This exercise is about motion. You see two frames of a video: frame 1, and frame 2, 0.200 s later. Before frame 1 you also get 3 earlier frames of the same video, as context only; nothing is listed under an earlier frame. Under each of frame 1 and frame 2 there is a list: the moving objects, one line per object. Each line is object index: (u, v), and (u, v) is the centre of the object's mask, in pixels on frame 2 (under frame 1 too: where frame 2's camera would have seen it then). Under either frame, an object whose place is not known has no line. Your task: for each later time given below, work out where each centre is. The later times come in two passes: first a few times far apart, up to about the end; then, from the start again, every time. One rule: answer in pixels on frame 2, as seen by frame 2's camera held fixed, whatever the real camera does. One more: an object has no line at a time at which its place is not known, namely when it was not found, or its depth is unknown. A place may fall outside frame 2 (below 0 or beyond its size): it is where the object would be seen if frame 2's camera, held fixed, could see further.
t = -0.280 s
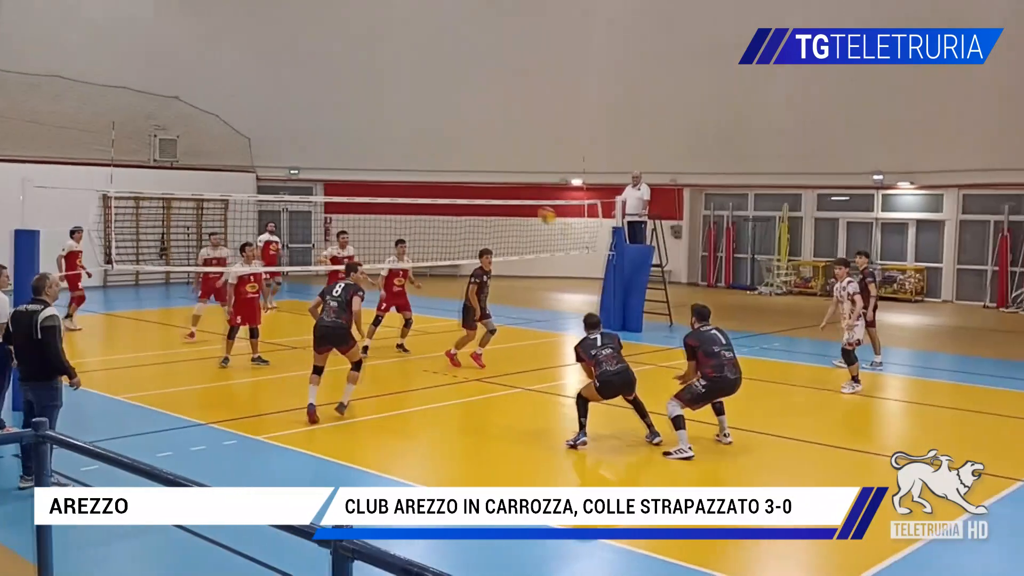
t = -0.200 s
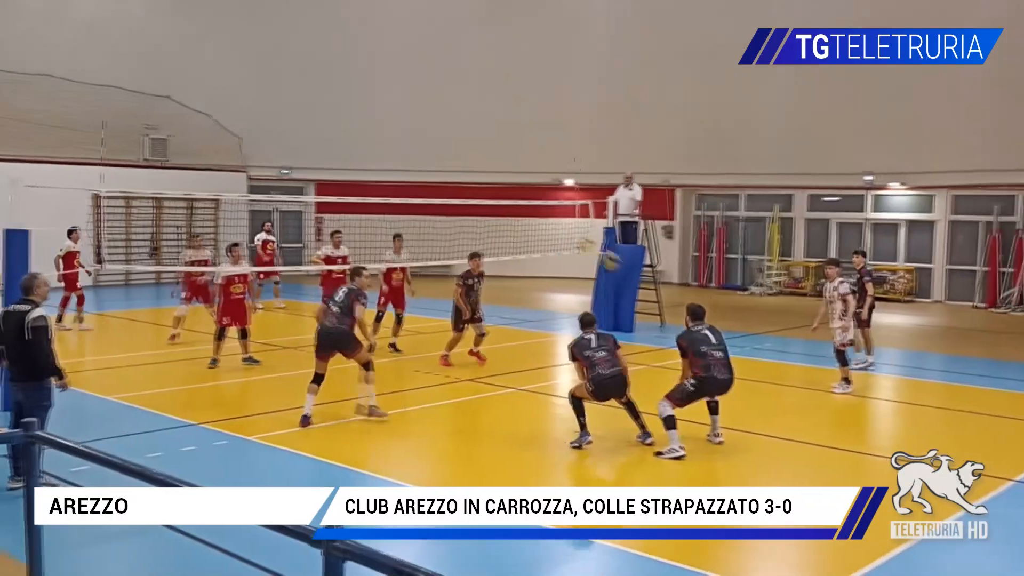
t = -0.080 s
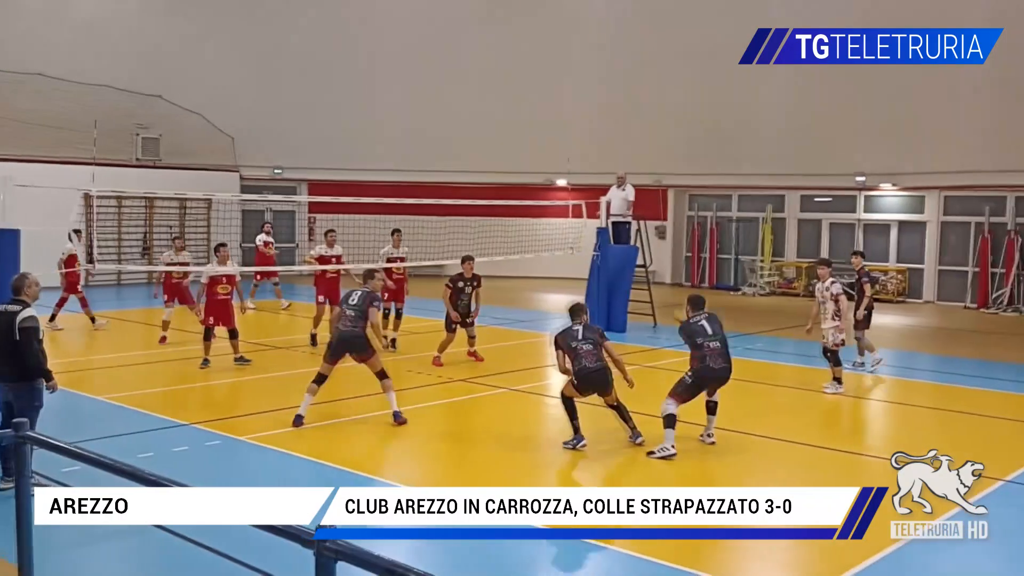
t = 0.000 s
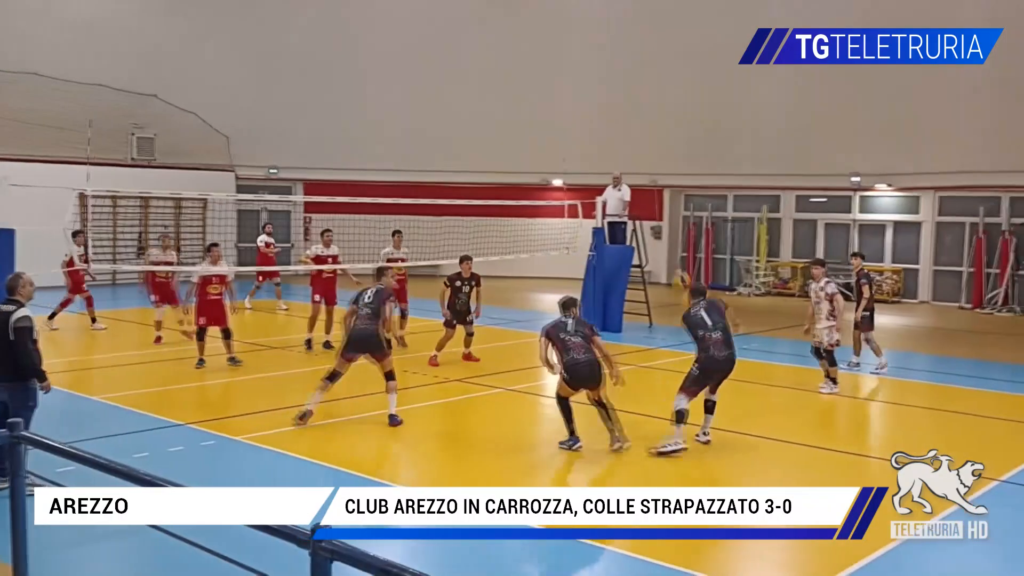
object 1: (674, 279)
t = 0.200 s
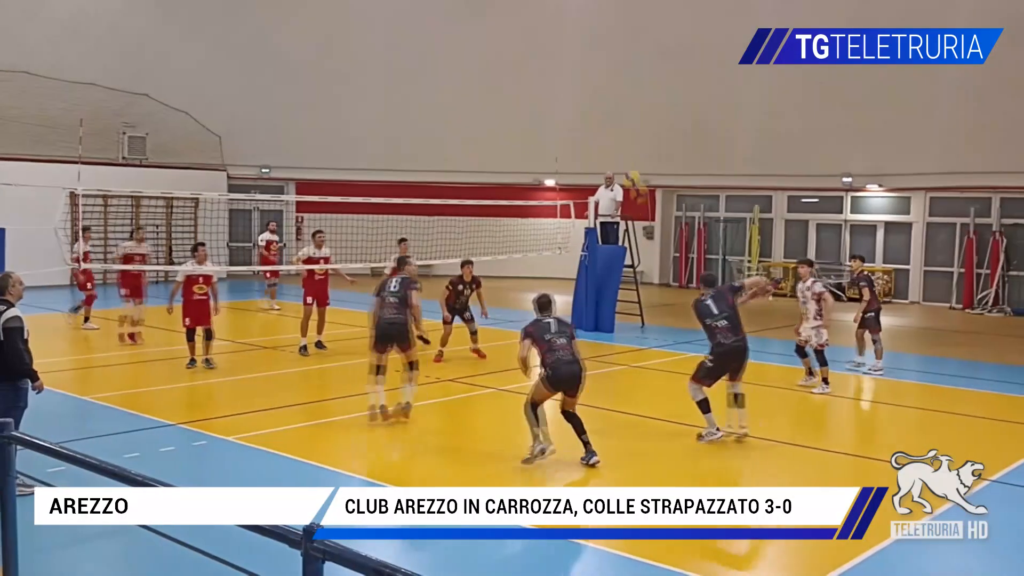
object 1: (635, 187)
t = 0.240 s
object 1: (624, 166)
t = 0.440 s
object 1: (588, 116)
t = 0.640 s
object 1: (549, 98)
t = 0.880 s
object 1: (510, 118)
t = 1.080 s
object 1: (478, 166)
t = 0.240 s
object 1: (624, 166)
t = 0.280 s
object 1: (618, 154)
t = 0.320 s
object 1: (611, 144)
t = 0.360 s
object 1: (601, 131)
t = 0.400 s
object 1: (594, 123)
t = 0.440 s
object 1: (588, 116)
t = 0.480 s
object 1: (580, 109)
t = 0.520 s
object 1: (573, 104)
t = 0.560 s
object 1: (565, 101)
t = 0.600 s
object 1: (557, 98)
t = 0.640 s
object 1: (549, 98)
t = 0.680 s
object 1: (543, 98)
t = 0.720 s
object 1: (538, 99)
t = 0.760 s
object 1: (529, 103)
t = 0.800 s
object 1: (524, 106)
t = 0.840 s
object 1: (516, 113)
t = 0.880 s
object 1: (510, 118)
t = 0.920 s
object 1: (504, 125)
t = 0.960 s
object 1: (497, 135)
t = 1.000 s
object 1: (491, 143)
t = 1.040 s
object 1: (485, 155)
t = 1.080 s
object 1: (478, 166)
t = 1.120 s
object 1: (475, 177)
